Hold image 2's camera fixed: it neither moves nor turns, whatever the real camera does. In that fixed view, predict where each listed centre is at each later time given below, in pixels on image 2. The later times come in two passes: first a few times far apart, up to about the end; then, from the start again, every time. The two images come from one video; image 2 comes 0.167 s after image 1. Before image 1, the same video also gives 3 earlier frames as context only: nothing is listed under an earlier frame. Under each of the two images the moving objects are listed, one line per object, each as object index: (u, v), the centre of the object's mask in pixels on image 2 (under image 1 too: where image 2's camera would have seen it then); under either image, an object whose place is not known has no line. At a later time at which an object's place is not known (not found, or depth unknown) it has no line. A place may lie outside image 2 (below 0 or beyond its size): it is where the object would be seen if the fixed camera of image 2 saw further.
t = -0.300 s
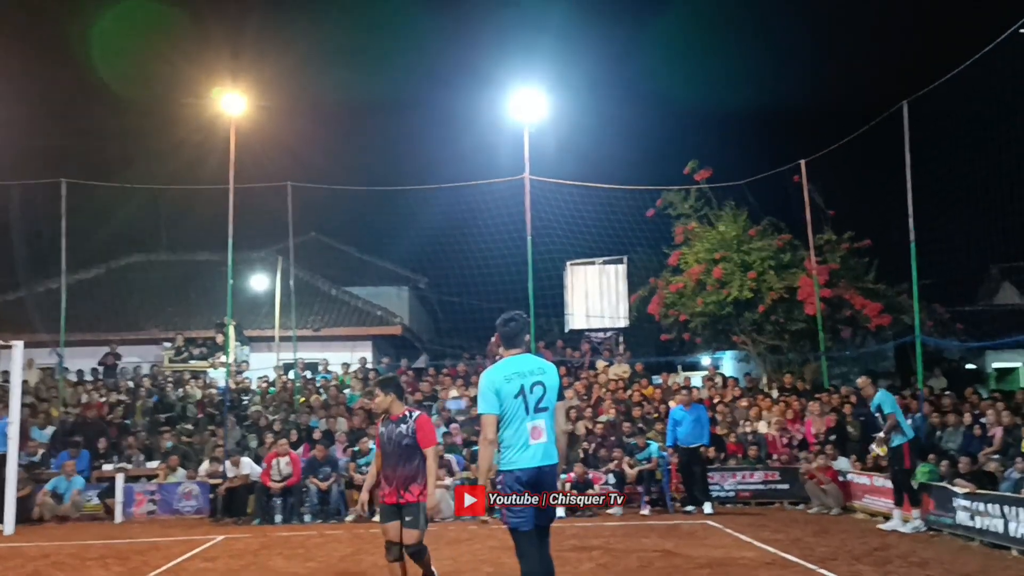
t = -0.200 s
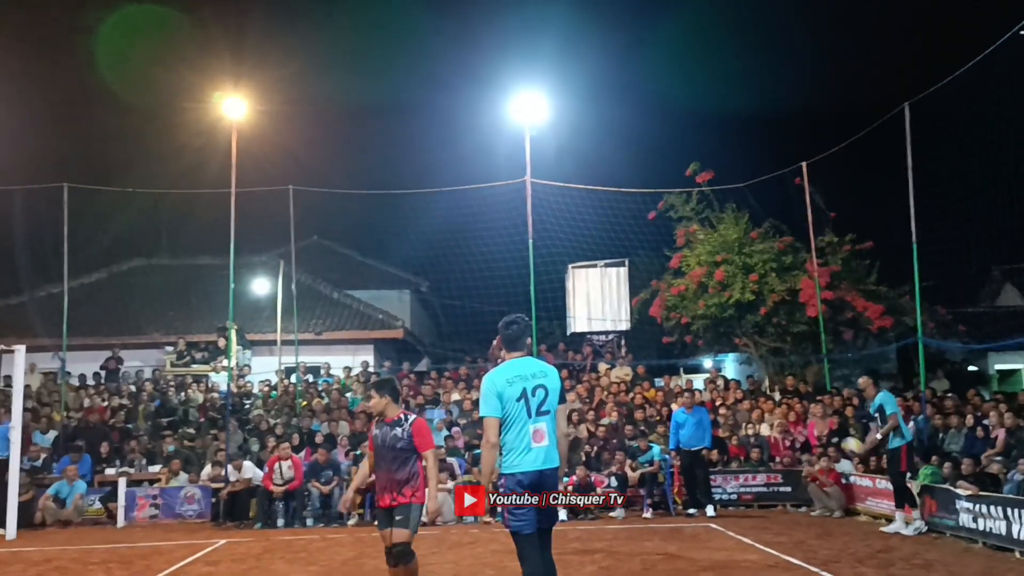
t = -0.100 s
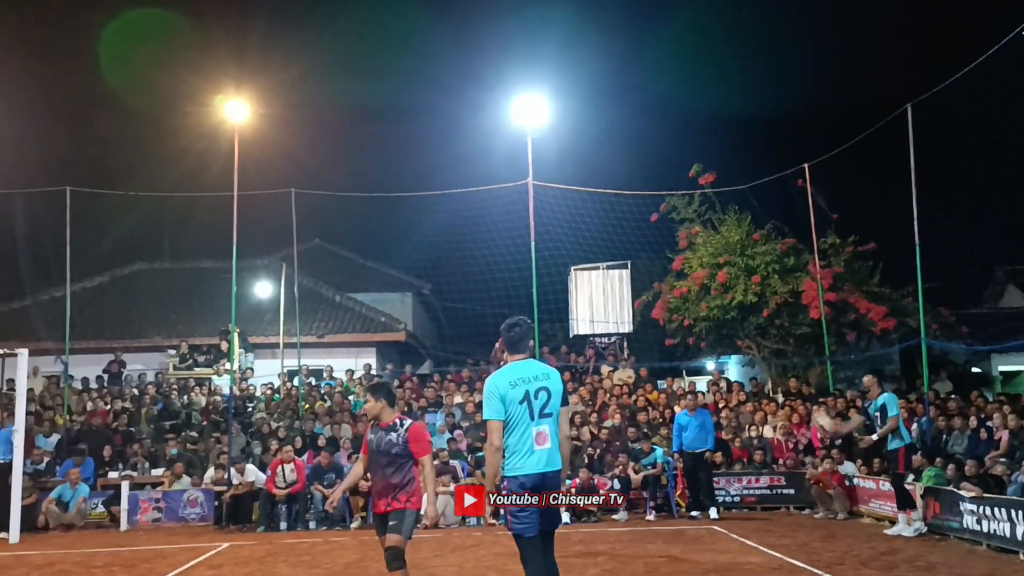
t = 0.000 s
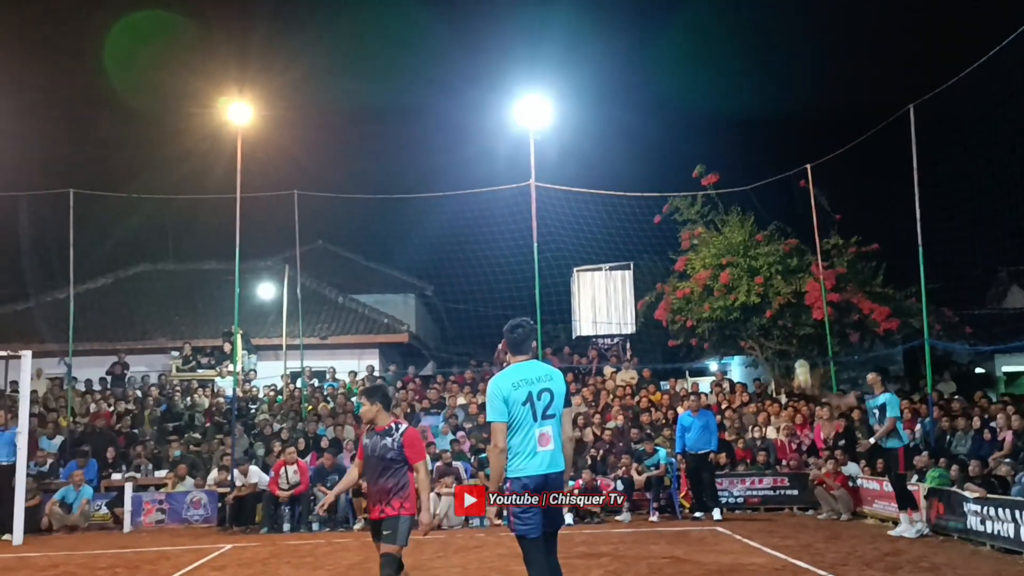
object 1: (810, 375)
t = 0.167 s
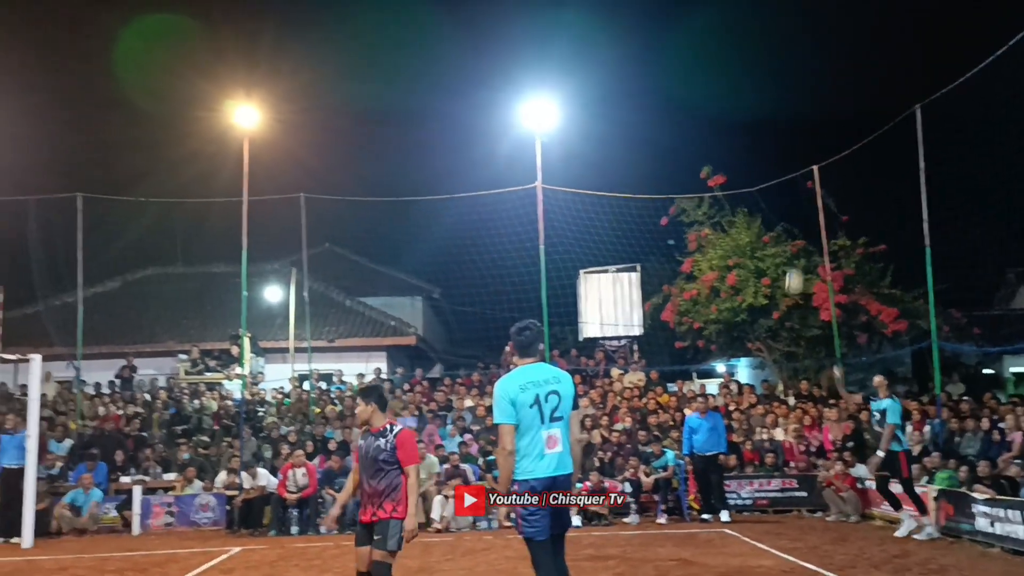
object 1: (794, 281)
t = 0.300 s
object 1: (782, 221)
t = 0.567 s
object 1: (760, 144)
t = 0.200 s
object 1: (791, 263)
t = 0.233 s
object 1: (788, 247)
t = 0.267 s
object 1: (785, 234)
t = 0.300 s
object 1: (782, 221)
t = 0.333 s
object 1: (779, 208)
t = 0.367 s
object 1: (777, 197)
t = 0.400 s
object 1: (773, 186)
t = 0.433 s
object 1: (770, 175)
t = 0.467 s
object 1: (768, 167)
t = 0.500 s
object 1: (765, 159)
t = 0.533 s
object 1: (762, 151)
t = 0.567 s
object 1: (760, 144)
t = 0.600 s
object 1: (757, 139)
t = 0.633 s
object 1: (754, 134)
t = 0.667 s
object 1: (752, 130)
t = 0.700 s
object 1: (750, 127)
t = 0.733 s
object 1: (747, 125)
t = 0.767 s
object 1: (745, 123)
